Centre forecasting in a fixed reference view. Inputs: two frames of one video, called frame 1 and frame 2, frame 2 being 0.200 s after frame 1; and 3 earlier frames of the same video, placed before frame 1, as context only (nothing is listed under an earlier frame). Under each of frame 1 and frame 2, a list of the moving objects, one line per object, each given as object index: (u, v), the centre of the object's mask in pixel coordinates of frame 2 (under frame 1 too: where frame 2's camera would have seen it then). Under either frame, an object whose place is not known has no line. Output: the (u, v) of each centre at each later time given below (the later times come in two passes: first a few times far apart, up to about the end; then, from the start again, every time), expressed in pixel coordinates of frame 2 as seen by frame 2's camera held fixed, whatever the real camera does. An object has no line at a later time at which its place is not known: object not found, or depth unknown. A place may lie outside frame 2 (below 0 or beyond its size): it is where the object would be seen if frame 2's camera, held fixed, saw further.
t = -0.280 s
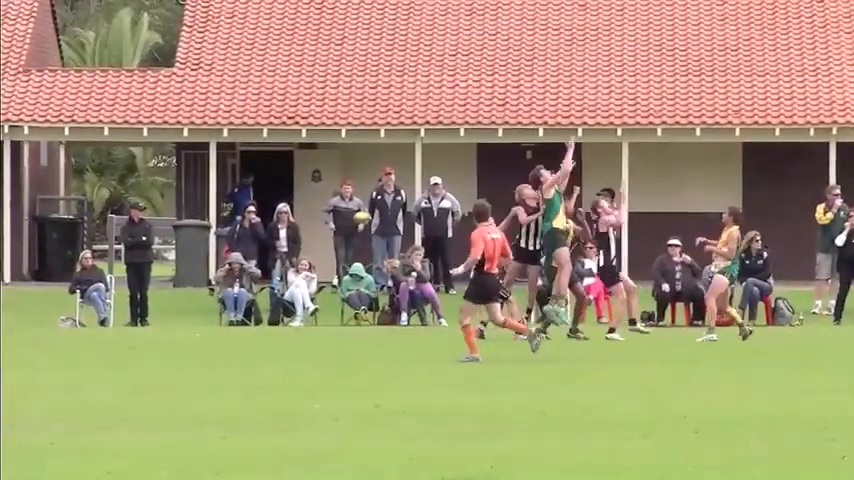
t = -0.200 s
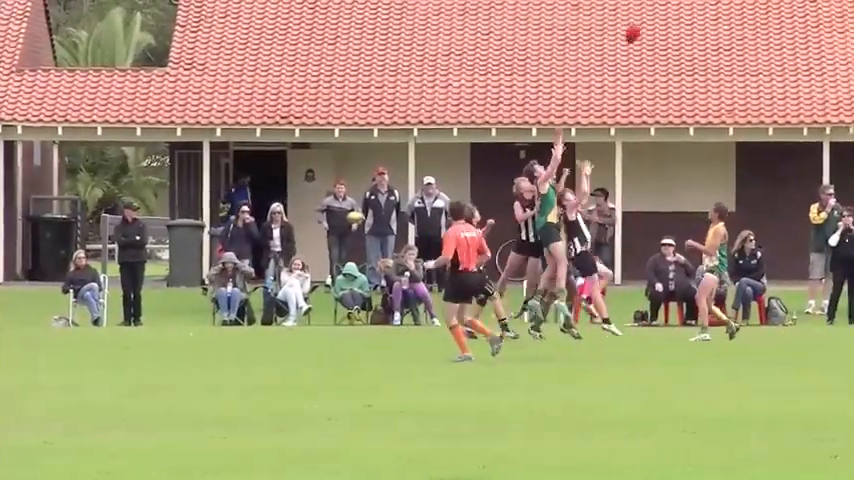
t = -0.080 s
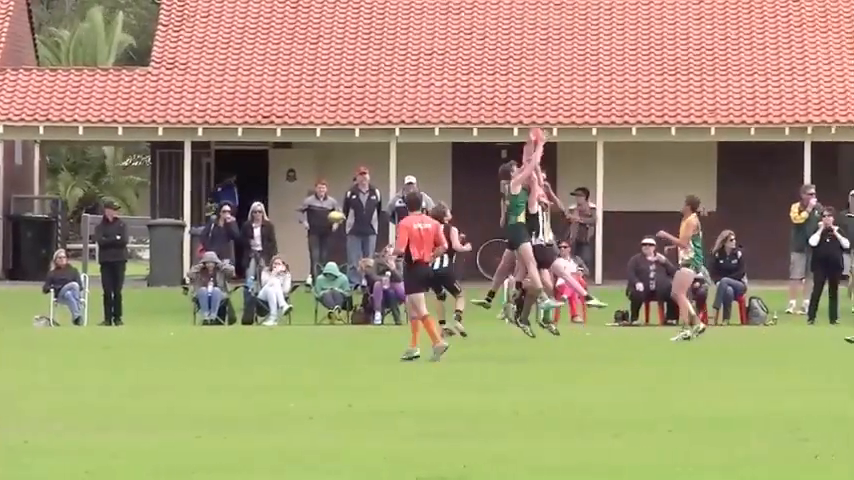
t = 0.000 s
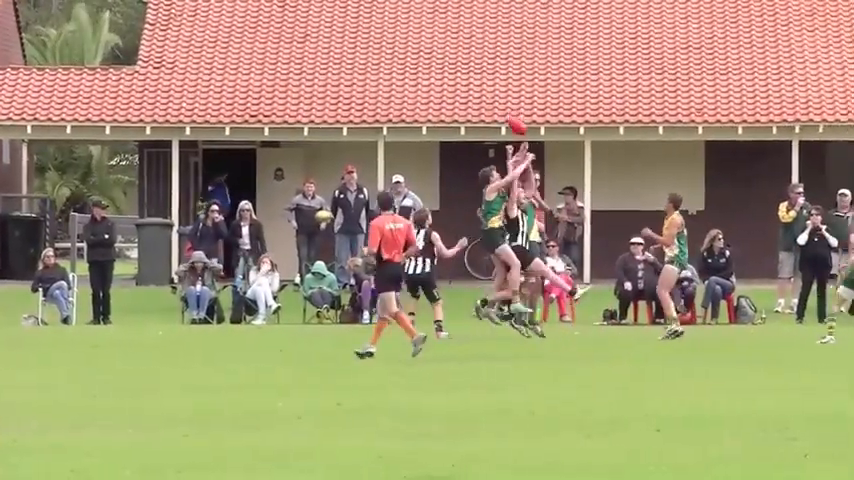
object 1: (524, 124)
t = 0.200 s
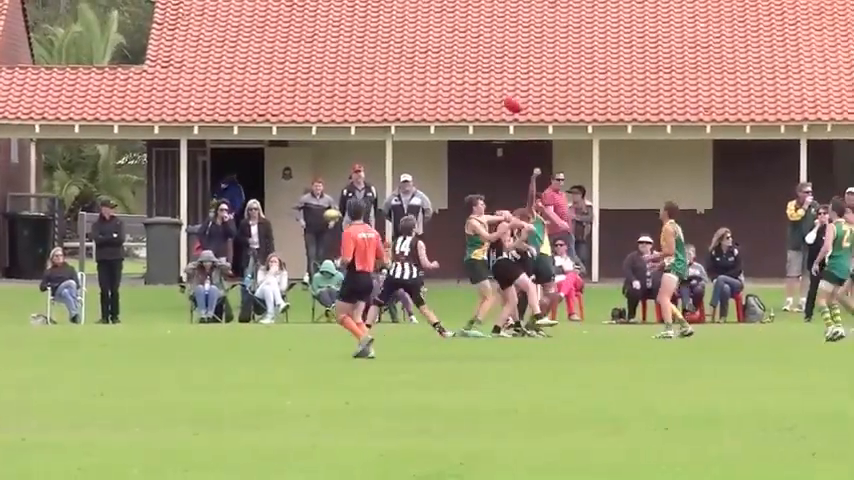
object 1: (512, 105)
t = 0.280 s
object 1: (506, 105)
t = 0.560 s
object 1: (490, 146)
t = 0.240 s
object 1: (509, 105)
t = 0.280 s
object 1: (506, 105)
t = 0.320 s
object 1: (505, 108)
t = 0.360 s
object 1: (502, 111)
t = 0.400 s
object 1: (499, 116)
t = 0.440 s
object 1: (498, 121)
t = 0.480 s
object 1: (495, 128)
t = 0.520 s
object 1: (492, 137)
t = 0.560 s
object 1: (490, 146)
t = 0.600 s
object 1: (488, 156)
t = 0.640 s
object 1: (486, 168)
